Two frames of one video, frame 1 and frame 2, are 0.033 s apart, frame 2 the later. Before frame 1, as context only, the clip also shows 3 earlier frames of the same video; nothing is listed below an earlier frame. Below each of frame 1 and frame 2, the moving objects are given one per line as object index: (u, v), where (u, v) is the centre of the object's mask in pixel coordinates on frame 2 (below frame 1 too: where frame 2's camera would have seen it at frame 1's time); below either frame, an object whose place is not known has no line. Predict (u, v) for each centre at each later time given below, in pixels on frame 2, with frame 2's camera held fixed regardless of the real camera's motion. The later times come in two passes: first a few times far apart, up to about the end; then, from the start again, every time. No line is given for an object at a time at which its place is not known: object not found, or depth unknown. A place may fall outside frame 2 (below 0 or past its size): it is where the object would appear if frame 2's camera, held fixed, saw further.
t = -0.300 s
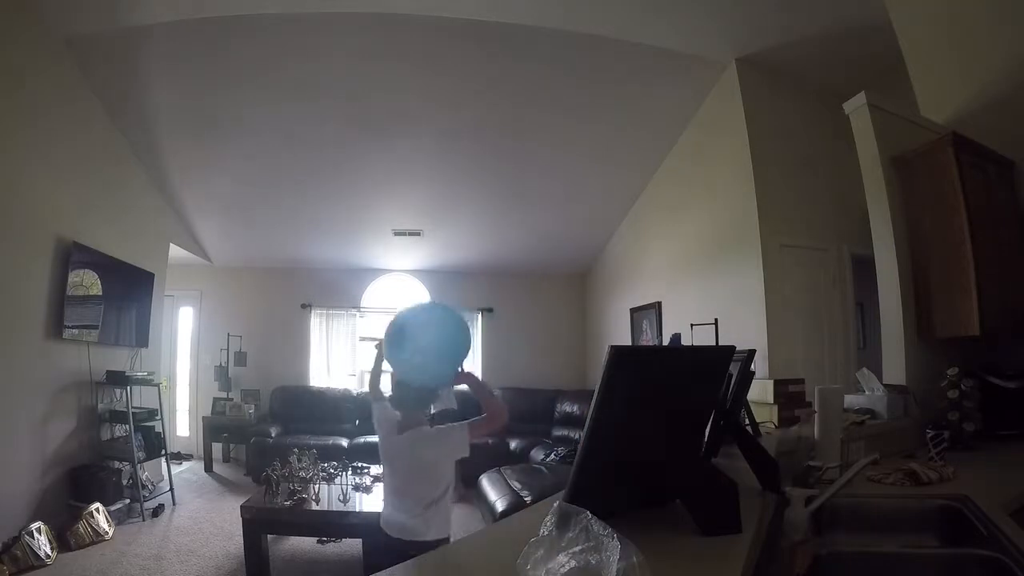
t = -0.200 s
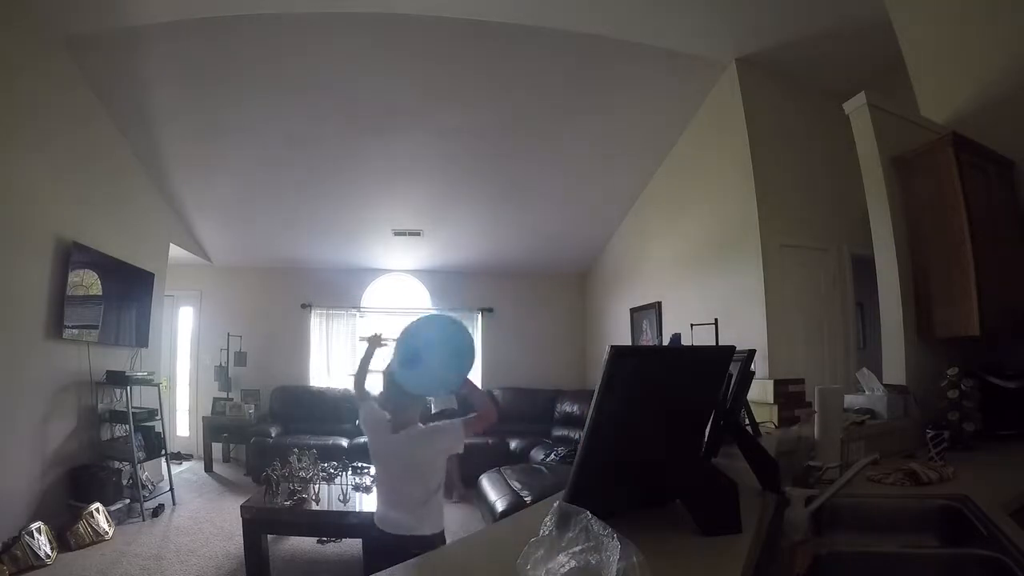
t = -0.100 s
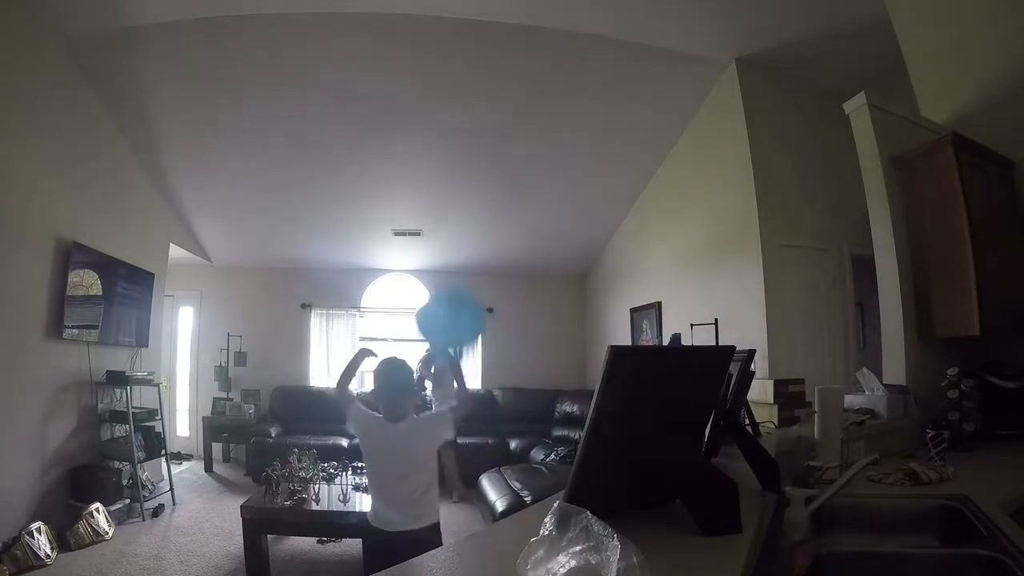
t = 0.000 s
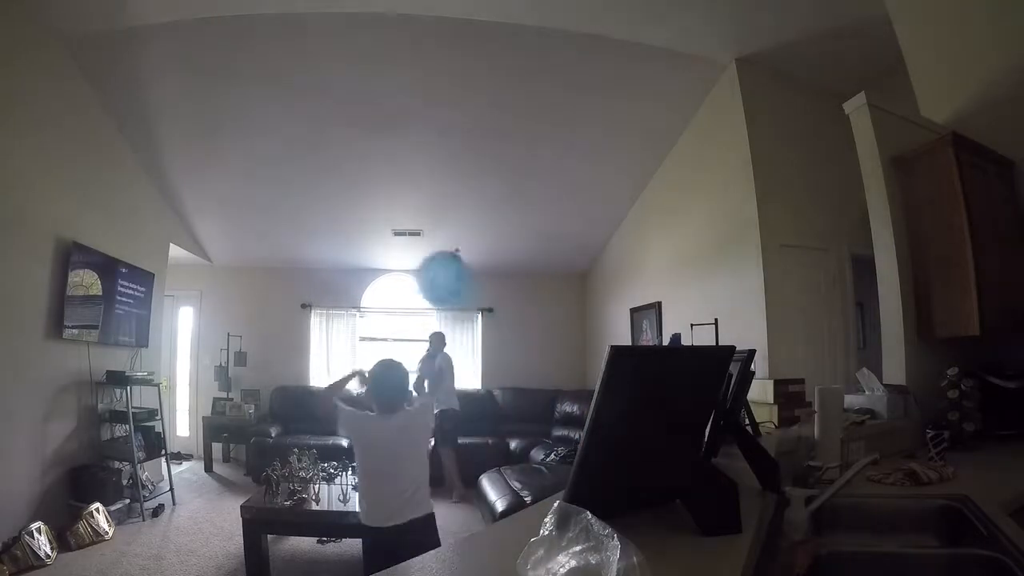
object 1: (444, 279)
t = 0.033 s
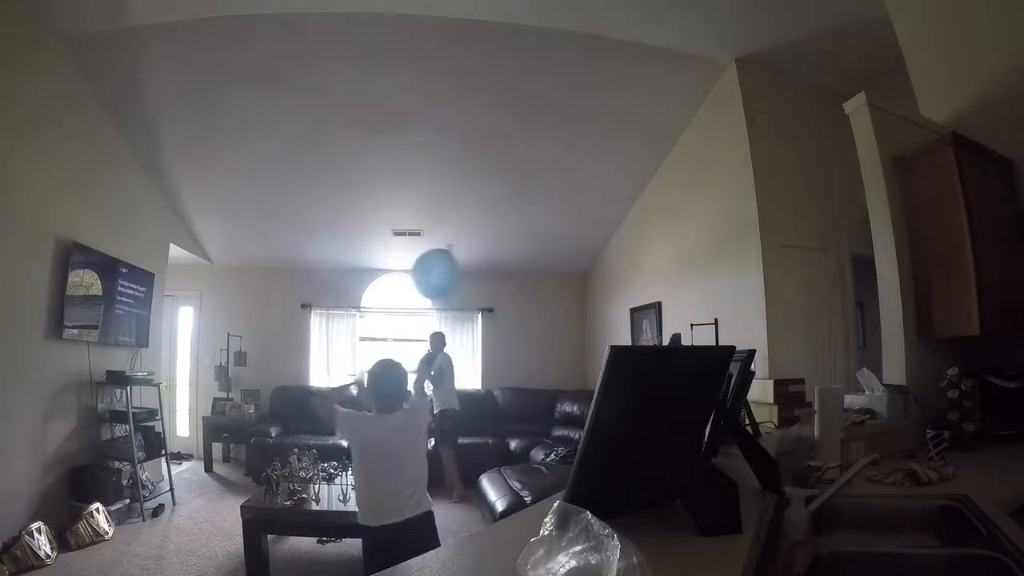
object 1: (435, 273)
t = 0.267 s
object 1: (392, 289)
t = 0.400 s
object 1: (374, 310)
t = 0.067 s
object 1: (429, 272)
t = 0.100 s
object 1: (422, 273)
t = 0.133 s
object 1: (416, 275)
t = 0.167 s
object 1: (409, 277)
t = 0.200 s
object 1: (403, 280)
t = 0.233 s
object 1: (398, 284)
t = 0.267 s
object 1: (392, 289)
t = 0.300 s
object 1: (387, 294)
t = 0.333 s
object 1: (382, 300)
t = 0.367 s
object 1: (378, 305)
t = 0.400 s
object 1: (374, 310)
